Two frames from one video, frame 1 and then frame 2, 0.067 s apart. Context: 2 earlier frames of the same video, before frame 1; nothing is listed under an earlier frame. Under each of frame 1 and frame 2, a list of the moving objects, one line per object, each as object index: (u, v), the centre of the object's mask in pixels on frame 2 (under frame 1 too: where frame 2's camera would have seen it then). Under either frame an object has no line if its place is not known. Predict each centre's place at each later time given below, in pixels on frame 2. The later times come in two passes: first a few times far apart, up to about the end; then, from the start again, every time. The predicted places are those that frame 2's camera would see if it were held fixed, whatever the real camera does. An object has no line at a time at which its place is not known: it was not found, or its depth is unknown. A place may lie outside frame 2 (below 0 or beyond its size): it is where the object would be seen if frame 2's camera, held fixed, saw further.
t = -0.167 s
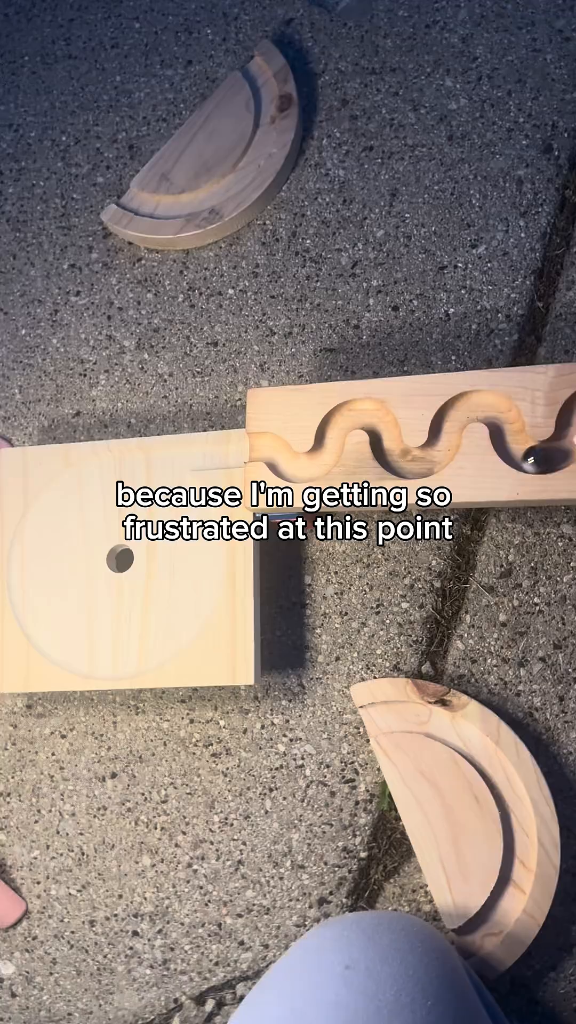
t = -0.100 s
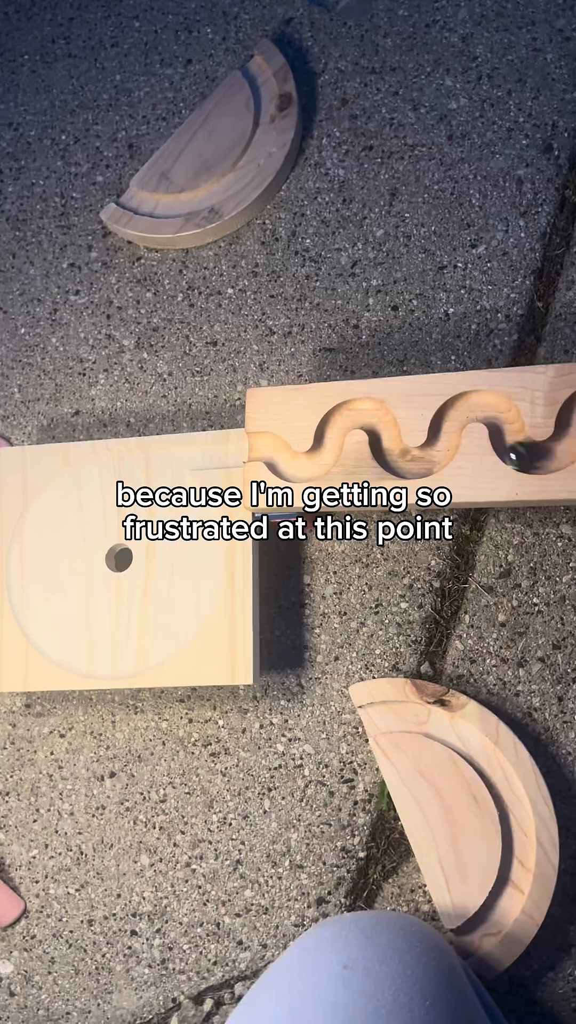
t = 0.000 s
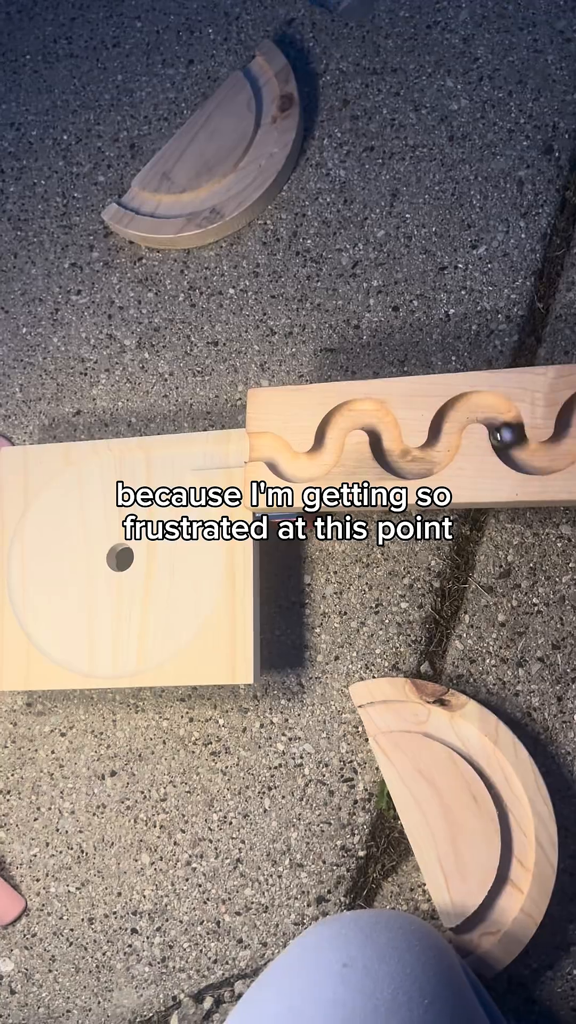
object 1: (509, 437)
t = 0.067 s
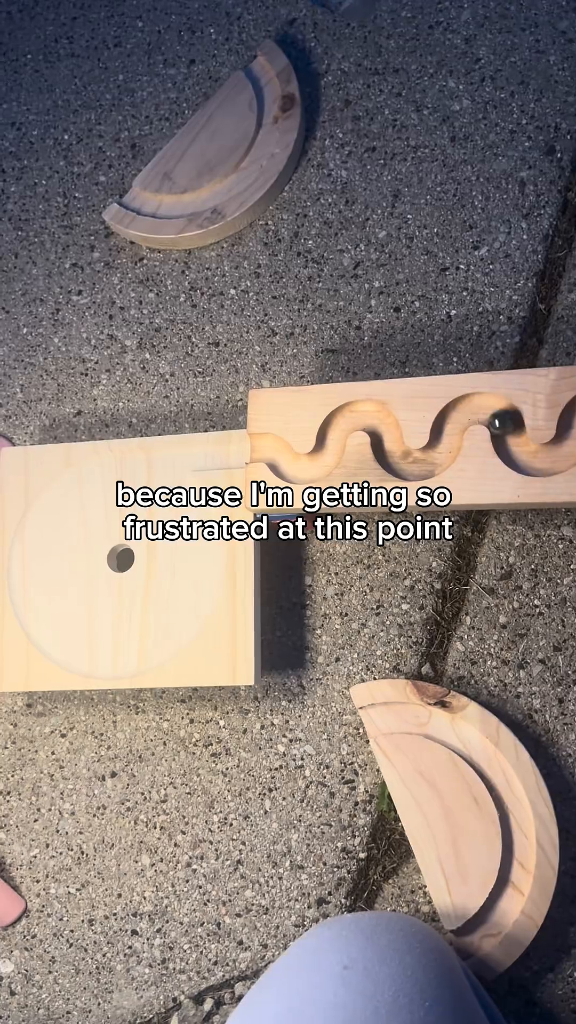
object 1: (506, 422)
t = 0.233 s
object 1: (474, 407)
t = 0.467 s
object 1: (430, 465)
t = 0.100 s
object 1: (503, 415)
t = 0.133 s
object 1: (498, 410)
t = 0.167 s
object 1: (491, 408)
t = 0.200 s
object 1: (483, 406)
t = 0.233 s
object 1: (474, 407)
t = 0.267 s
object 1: (464, 411)
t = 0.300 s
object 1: (451, 422)
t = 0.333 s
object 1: (446, 433)
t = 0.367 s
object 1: (446, 441)
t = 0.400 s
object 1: (443, 451)
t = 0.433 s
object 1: (438, 459)
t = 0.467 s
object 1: (430, 465)
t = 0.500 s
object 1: (420, 466)
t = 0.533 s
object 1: (411, 466)
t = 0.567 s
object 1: (398, 460)
